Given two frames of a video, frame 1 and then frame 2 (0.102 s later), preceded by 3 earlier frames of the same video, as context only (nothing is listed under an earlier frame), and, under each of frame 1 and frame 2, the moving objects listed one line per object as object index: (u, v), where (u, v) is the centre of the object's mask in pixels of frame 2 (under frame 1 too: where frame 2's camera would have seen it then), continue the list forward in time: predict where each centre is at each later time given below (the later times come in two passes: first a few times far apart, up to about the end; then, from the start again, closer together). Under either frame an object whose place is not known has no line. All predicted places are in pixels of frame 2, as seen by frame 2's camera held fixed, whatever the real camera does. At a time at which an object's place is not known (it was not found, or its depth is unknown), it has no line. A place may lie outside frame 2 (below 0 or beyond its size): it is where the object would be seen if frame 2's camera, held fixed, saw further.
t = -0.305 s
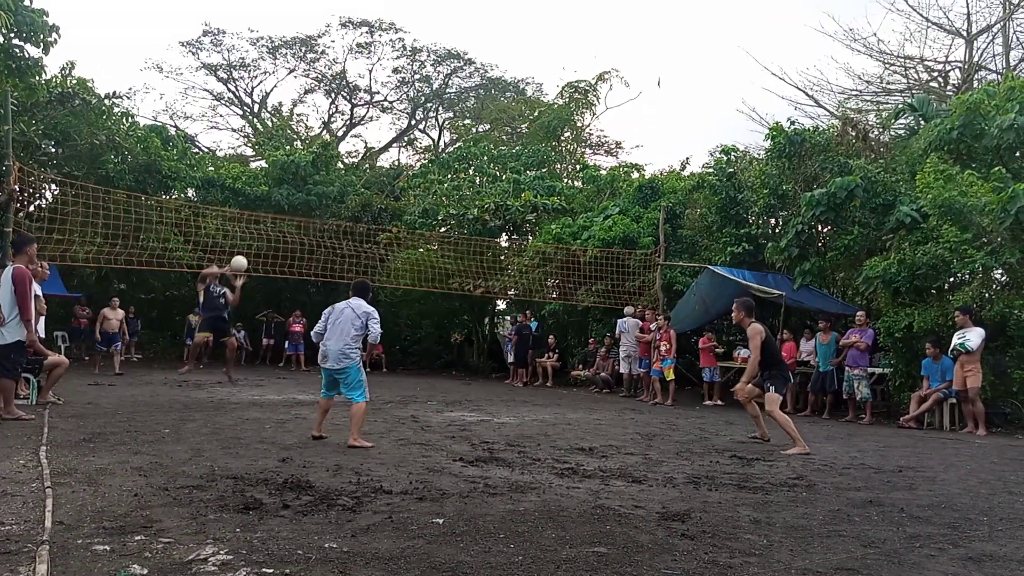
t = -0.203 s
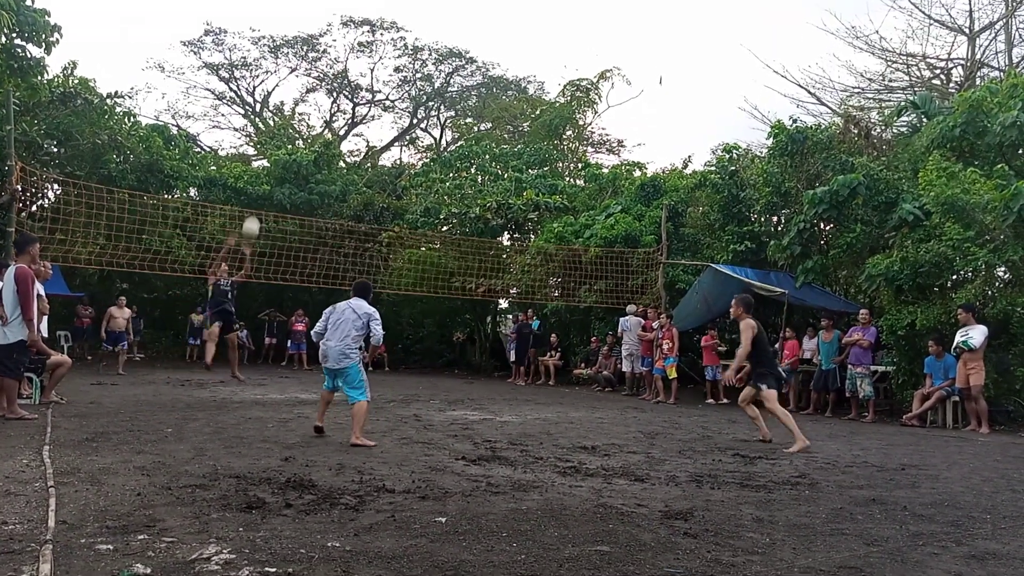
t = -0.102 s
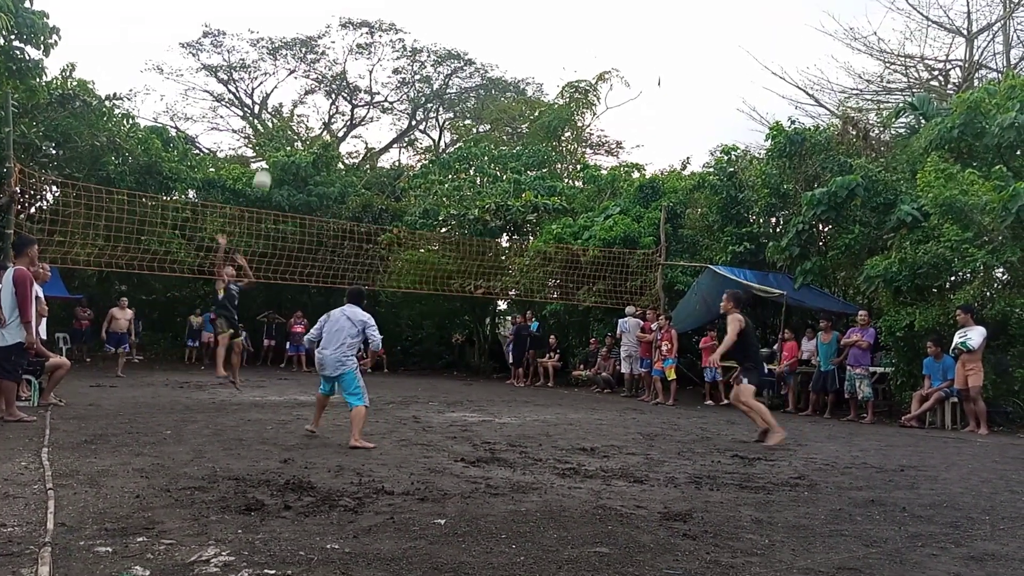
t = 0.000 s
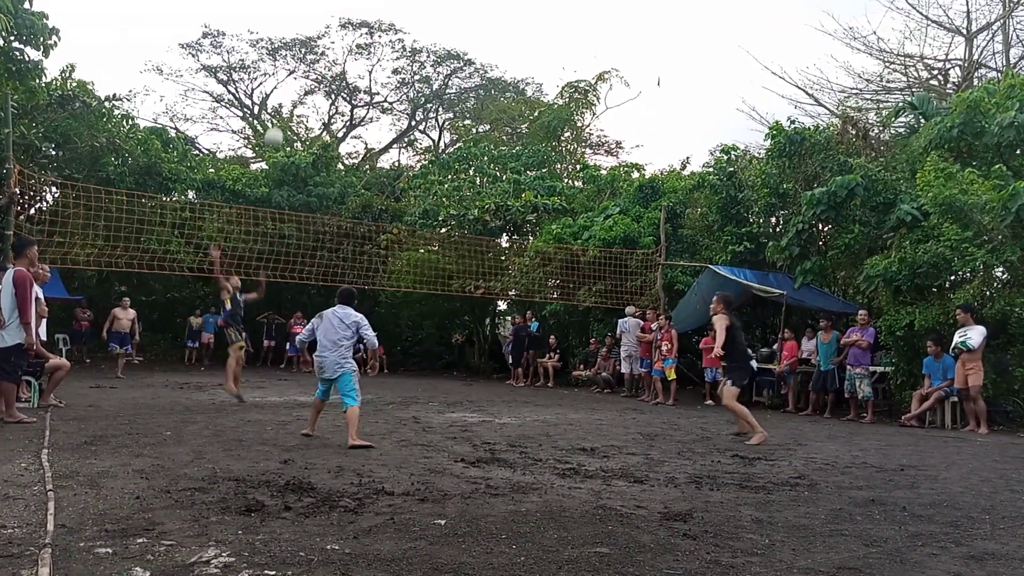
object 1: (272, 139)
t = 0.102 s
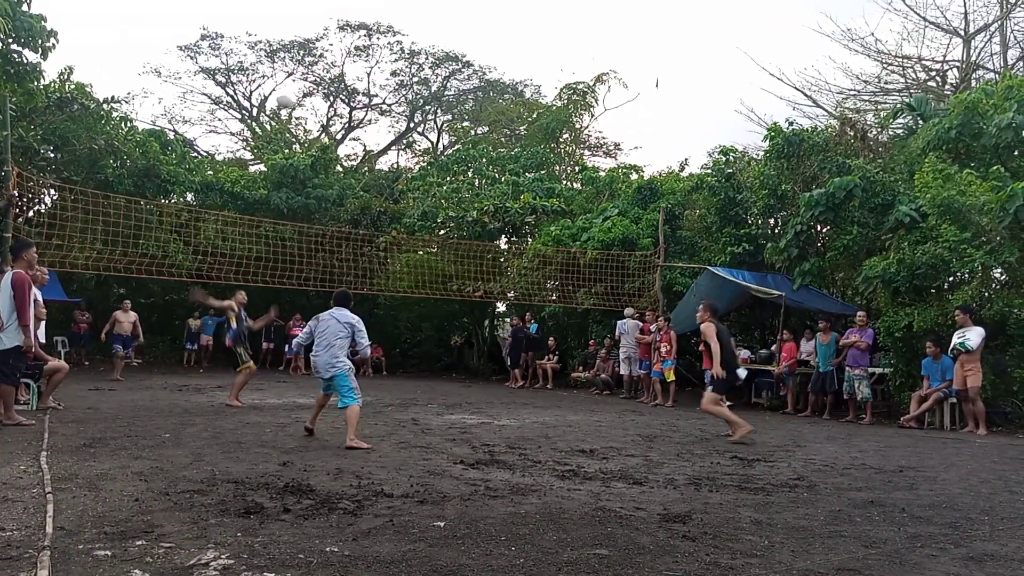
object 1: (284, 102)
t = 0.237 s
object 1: (302, 57)
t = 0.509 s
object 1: (338, 10)
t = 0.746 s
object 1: (373, 25)
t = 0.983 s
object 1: (413, 113)
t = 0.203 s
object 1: (298, 67)
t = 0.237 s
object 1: (302, 57)
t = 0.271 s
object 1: (307, 49)
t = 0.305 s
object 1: (310, 42)
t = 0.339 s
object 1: (315, 33)
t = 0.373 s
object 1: (320, 27)
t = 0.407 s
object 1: (324, 21)
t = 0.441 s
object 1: (329, 16)
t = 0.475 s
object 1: (334, 13)
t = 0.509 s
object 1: (338, 10)
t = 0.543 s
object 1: (343, 8)
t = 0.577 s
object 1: (348, 8)
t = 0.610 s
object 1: (353, 9)
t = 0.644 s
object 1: (358, 11)
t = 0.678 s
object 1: (363, 14)
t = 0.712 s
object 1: (368, 19)
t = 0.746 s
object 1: (373, 25)
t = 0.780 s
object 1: (378, 32)
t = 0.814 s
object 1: (384, 40)
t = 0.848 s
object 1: (390, 52)
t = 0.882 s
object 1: (396, 64)
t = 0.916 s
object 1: (402, 79)
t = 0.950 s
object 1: (408, 95)
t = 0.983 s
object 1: (413, 113)
